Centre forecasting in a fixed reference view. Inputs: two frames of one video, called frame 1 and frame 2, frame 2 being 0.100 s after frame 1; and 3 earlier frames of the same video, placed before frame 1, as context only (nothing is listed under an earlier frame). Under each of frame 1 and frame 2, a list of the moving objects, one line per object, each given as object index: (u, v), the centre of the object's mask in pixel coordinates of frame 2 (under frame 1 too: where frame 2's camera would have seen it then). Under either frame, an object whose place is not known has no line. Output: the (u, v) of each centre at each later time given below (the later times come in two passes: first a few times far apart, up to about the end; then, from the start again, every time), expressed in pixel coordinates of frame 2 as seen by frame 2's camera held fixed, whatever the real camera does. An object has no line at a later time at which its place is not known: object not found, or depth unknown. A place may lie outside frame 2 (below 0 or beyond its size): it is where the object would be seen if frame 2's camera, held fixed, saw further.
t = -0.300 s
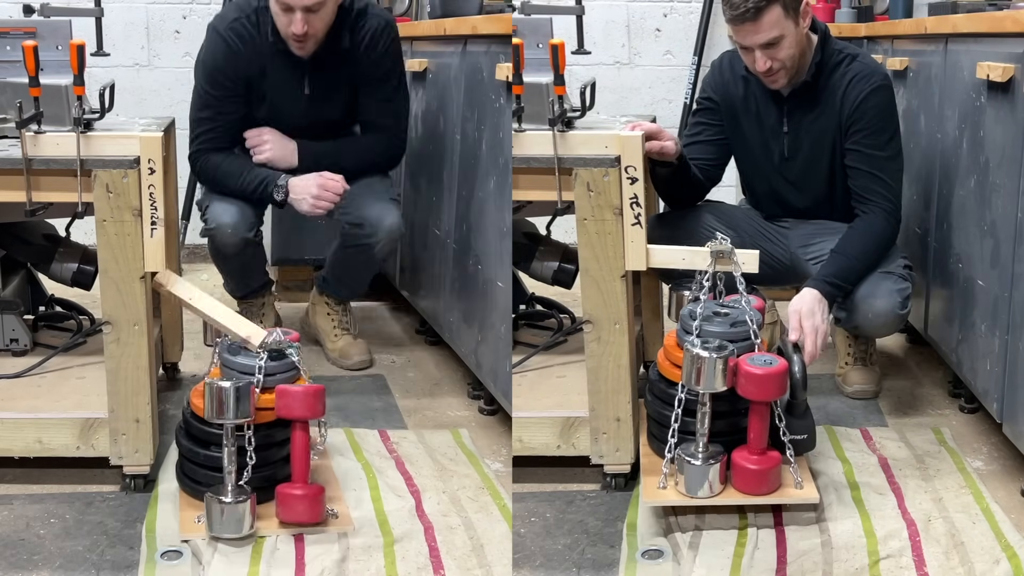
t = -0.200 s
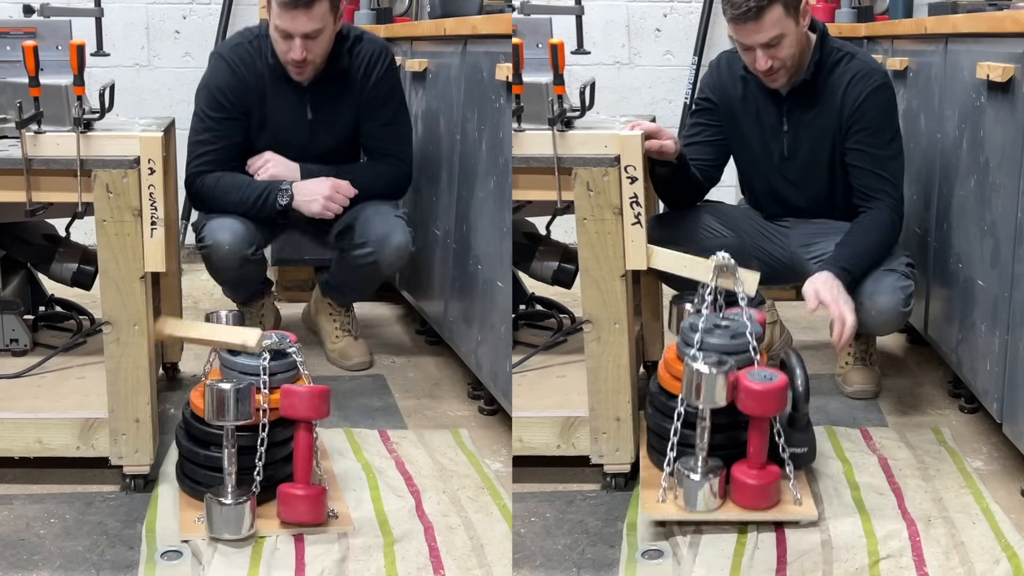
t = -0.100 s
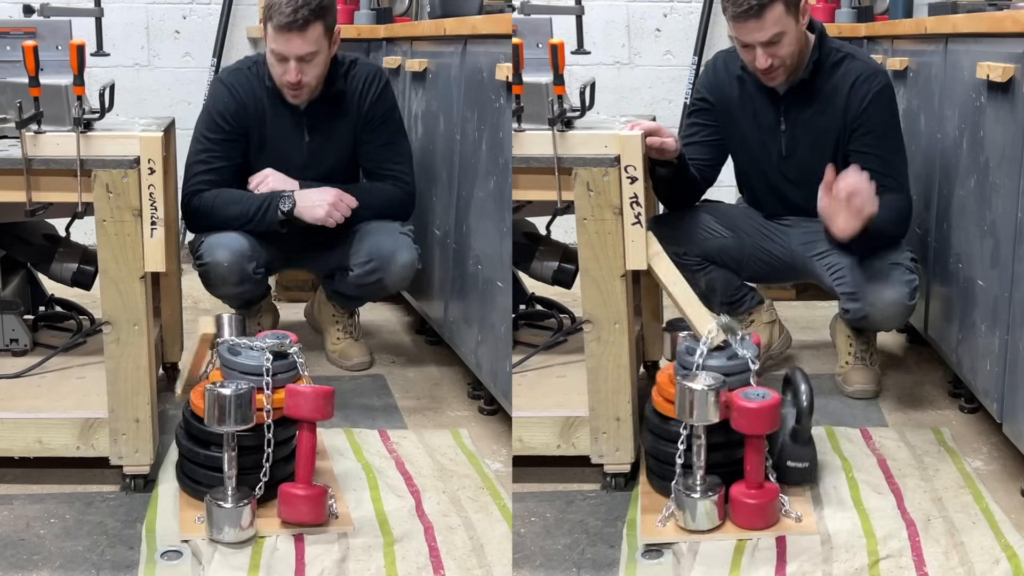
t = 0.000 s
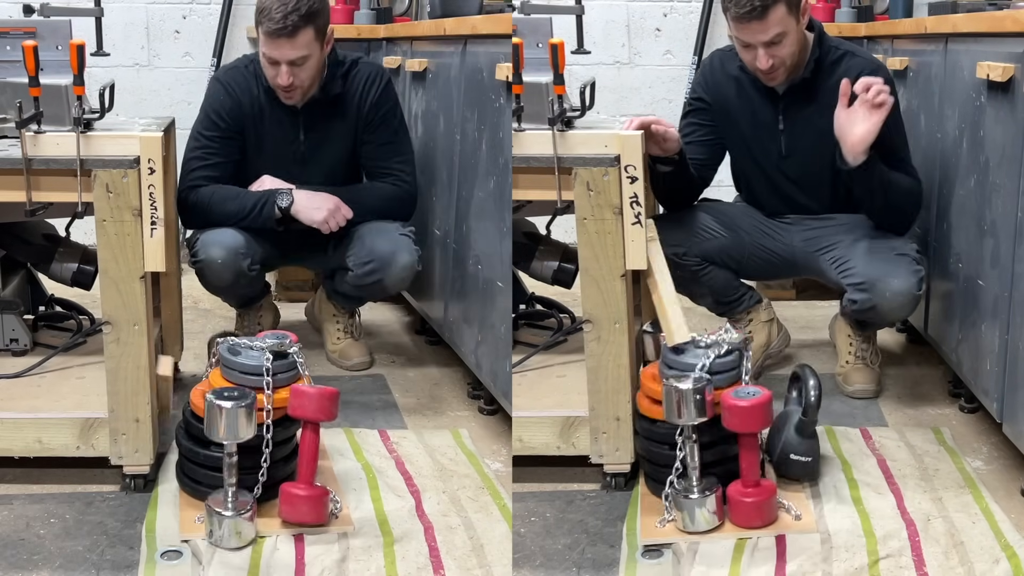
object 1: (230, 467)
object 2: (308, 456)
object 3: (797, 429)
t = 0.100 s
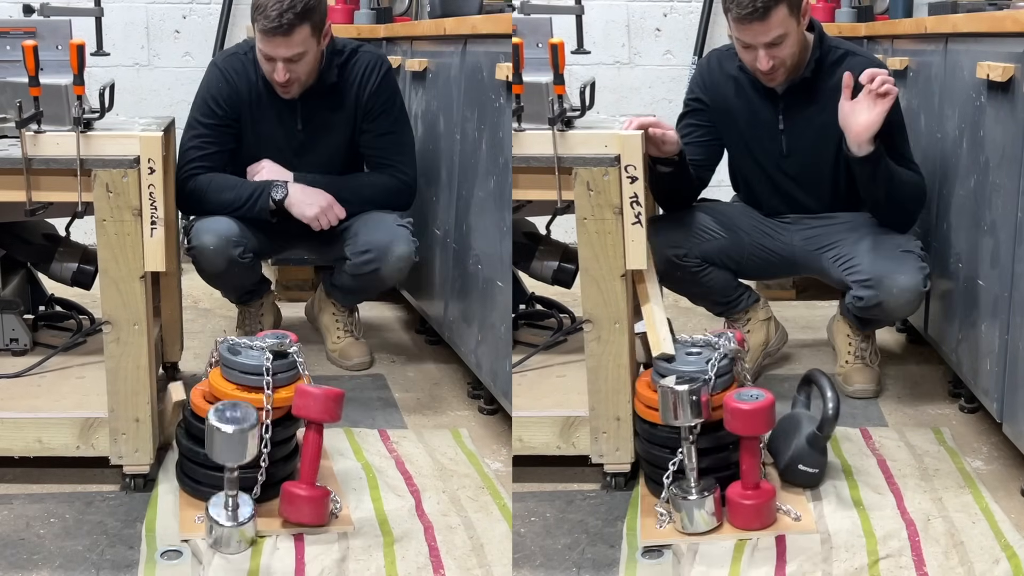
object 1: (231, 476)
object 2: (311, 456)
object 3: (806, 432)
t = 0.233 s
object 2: (314, 456)
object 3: (824, 436)
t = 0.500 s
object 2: (323, 458)
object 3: (863, 464)
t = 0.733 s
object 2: (340, 461)
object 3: (864, 464)
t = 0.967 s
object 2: (391, 497)
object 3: (864, 464)
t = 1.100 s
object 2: (413, 503)
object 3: (864, 464)
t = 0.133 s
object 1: (232, 481)
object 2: (312, 456)
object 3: (810, 431)
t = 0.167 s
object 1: (233, 488)
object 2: (312, 456)
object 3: (814, 431)
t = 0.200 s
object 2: (313, 456)
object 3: (819, 433)
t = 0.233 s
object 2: (314, 456)
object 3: (824, 436)
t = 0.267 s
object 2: (315, 456)
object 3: (831, 441)
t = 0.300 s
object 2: (316, 457)
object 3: (840, 448)
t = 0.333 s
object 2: (317, 457)
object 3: (846, 460)
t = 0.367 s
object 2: (318, 457)
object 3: (853, 463)
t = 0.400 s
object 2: (319, 457)
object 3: (858, 460)
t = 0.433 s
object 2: (320, 457)
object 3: (861, 460)
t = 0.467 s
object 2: (322, 457)
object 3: (861, 463)
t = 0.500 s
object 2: (323, 458)
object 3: (863, 464)
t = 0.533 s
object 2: (324, 458)
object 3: (864, 464)
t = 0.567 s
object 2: (326, 458)
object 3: (864, 464)
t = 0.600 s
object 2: (328, 459)
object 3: (864, 464)
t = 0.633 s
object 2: (330, 459)
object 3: (864, 464)
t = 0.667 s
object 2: (333, 460)
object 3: (864, 464)
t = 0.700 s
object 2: (336, 460)
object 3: (864, 464)
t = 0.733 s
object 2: (340, 461)
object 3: (864, 464)
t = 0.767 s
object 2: (344, 462)
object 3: (864, 464)
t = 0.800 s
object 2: (349, 464)
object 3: (864, 464)
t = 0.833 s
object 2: (356, 466)
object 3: (864, 464)
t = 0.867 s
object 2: (364, 468)
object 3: (864, 464)
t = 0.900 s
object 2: (374, 473)
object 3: (864, 464)
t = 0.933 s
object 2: (384, 482)
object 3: (864, 464)
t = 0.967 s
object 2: (391, 497)
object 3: (864, 464)
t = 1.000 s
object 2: (397, 501)
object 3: (864, 464)
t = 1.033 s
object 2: (403, 498)
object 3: (864, 464)
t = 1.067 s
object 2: (408, 500)
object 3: (864, 464)
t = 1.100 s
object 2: (413, 503)
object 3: (864, 464)
